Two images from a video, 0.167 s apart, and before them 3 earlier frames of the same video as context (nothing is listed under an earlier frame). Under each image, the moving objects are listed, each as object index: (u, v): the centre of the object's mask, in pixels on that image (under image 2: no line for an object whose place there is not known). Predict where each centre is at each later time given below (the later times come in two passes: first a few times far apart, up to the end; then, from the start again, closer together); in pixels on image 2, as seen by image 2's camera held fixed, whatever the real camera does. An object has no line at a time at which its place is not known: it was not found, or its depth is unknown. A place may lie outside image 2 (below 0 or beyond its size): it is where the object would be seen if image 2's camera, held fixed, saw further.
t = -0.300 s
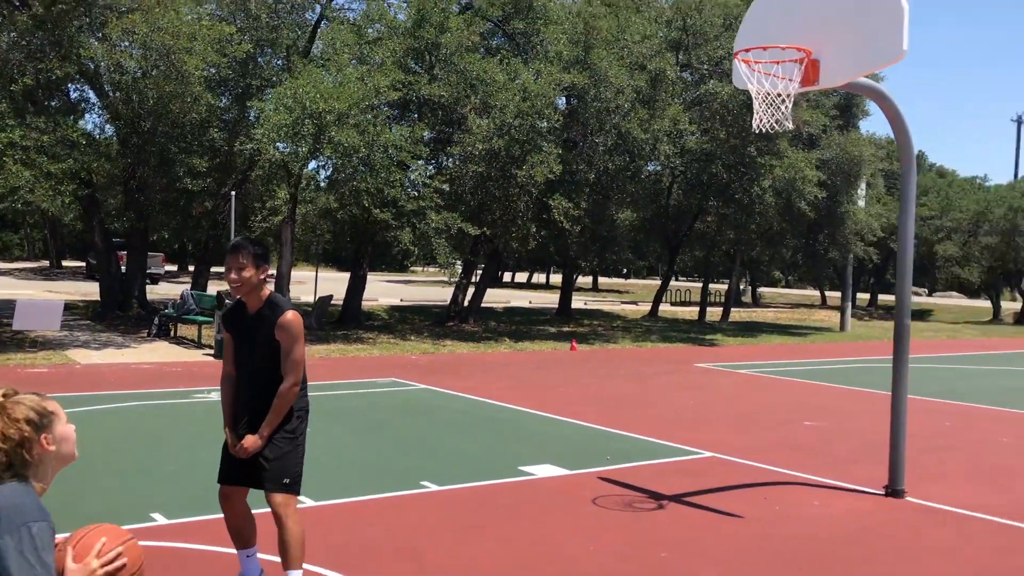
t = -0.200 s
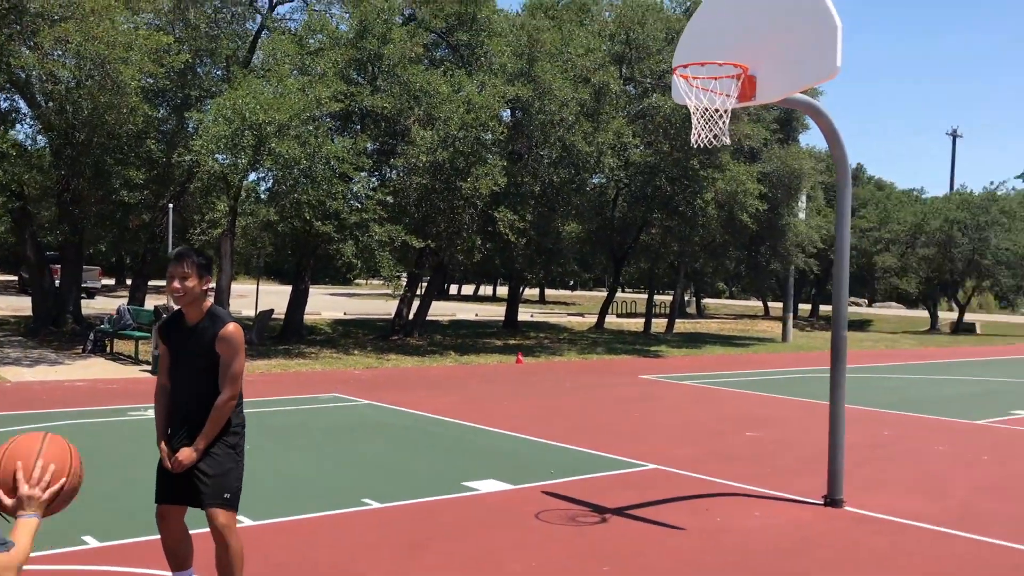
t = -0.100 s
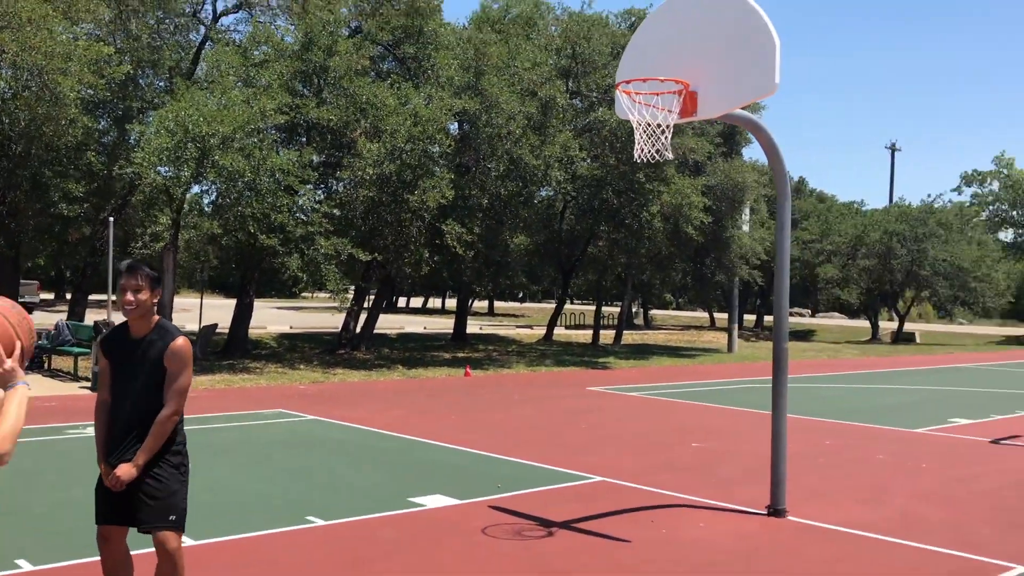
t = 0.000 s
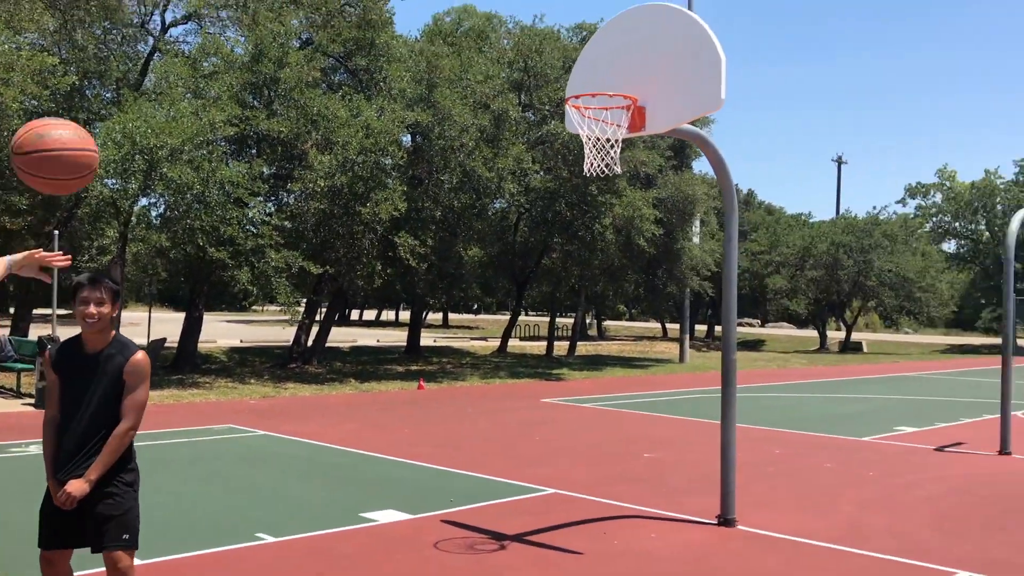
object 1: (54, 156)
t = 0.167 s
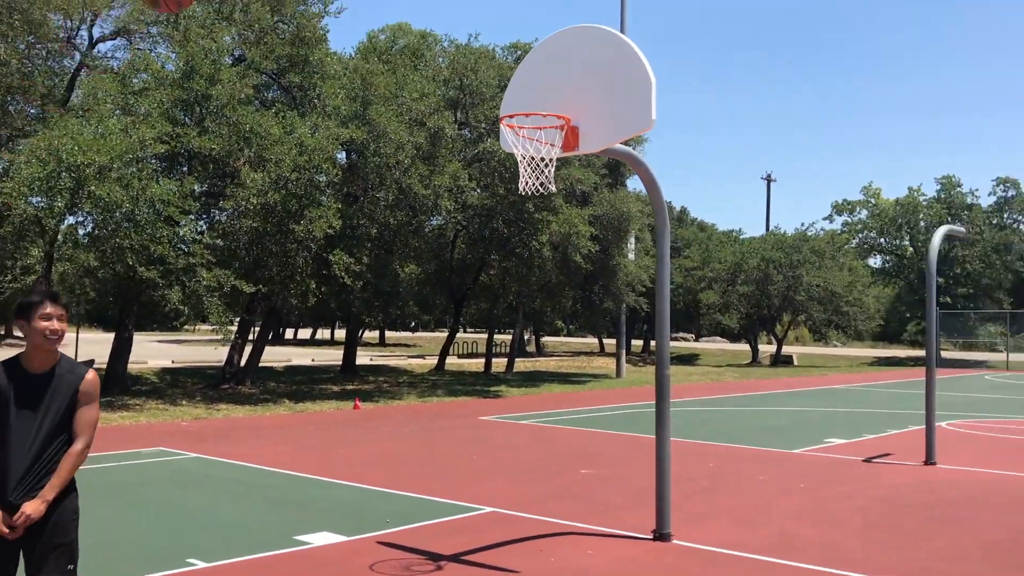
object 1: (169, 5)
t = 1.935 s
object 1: (457, 103)
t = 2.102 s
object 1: (437, 146)
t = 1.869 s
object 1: (467, 94)
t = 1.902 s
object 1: (462, 97)
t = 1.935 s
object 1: (457, 103)
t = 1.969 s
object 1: (453, 109)
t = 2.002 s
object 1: (448, 116)
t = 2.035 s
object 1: (444, 125)
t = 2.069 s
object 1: (441, 135)
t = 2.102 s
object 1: (437, 146)
